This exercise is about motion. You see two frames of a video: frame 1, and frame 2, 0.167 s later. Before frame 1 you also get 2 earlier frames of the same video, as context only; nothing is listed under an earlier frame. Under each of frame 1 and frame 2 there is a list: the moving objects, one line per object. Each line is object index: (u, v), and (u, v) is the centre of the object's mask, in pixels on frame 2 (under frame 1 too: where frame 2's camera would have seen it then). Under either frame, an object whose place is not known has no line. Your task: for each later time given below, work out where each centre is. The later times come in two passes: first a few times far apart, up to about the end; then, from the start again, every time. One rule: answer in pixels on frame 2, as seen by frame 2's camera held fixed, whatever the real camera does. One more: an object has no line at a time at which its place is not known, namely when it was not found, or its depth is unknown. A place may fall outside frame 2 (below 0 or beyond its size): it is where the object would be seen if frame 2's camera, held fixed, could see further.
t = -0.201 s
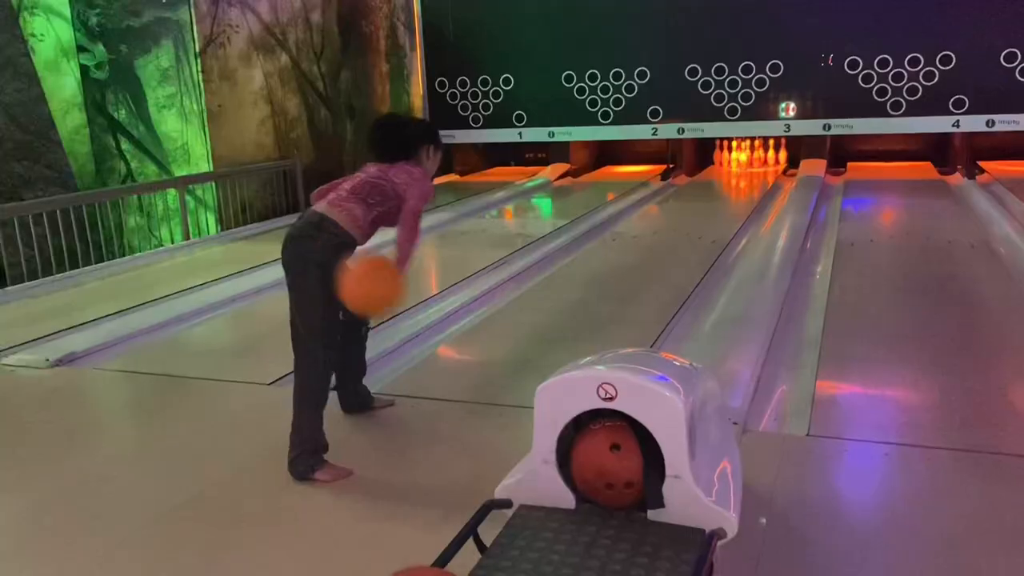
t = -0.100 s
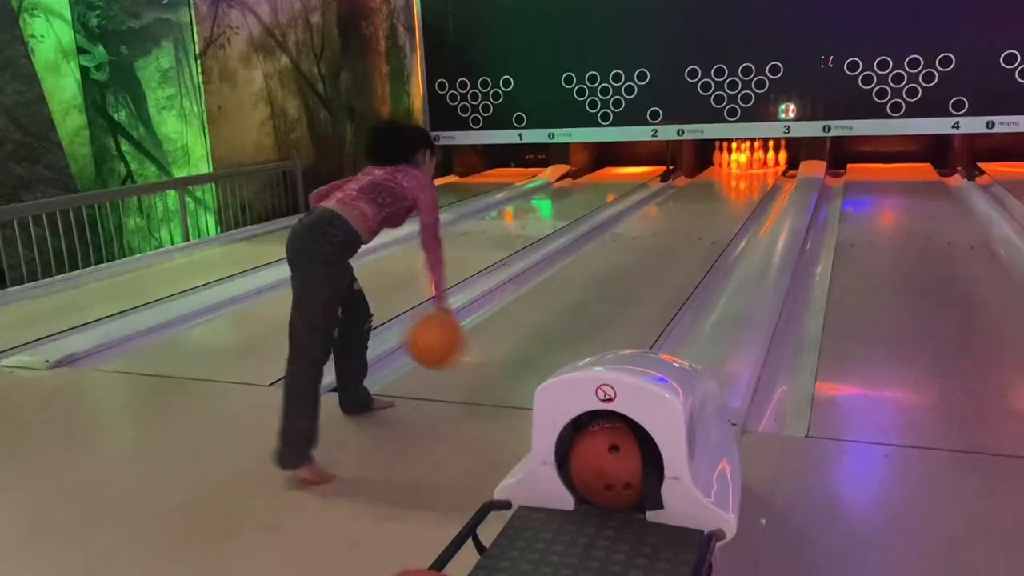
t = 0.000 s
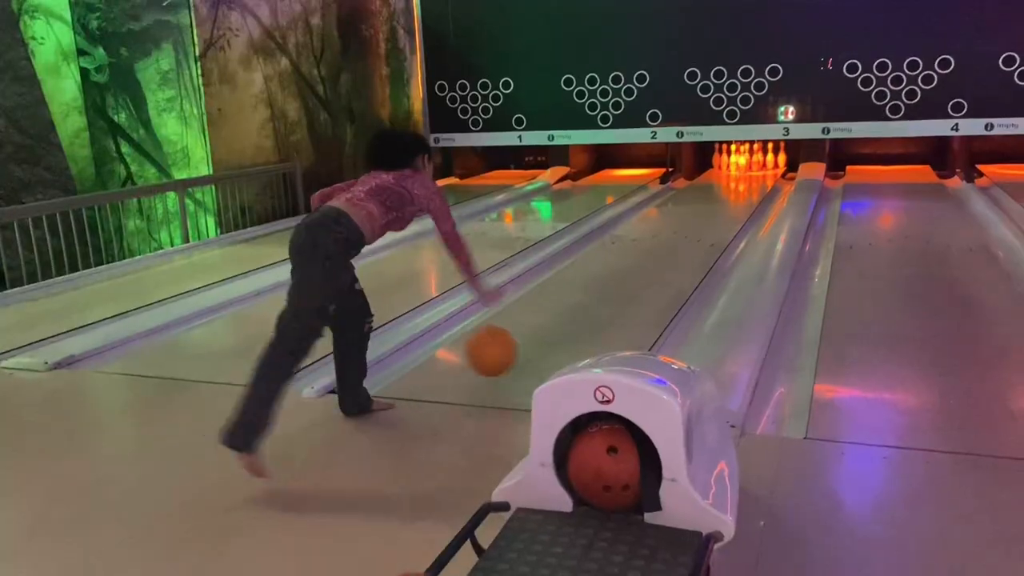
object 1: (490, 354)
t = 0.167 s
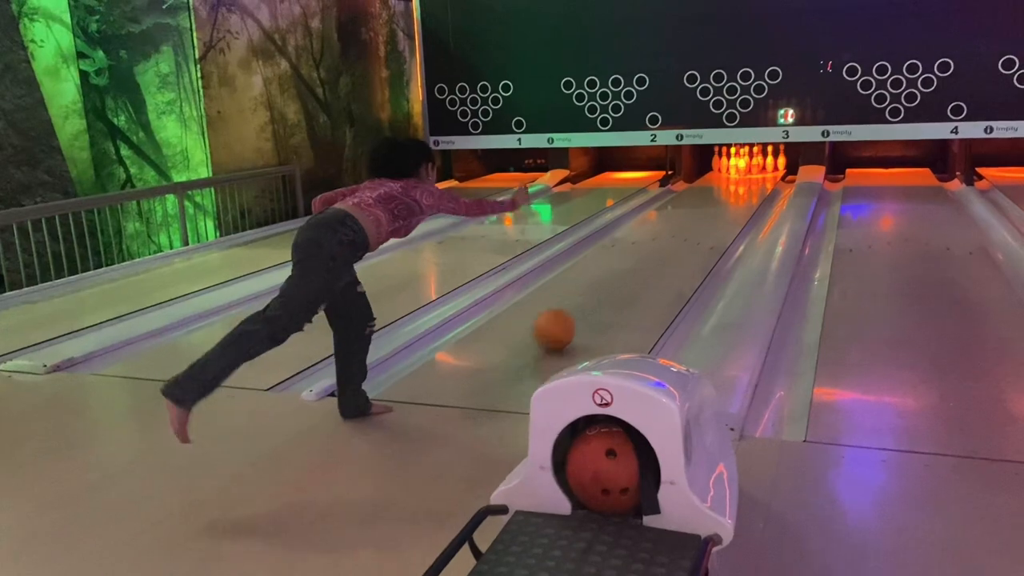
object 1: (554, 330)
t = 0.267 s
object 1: (581, 307)
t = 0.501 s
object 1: (625, 270)
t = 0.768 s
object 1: (655, 245)
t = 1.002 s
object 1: (672, 230)
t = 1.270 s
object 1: (687, 217)
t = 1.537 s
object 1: (700, 204)
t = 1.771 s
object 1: (710, 196)
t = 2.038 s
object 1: (718, 187)
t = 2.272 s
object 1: (725, 181)
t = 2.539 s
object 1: (731, 174)
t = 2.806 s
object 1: (732, 170)
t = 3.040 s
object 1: (723, 166)
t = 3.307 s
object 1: (709, 166)
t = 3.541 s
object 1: (706, 168)
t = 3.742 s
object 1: (708, 168)
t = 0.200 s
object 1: (564, 322)
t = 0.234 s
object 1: (573, 314)
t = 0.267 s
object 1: (581, 307)
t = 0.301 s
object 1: (589, 301)
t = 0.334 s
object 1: (596, 295)
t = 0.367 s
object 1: (602, 289)
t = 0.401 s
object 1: (608, 284)
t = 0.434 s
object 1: (615, 279)
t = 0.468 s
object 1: (620, 275)
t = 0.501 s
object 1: (625, 270)
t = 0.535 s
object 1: (629, 267)
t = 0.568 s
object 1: (634, 263)
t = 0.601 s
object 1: (638, 259)
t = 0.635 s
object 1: (642, 256)
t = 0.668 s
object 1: (646, 253)
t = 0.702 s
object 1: (649, 250)
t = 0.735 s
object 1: (652, 247)
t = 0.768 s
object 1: (655, 245)
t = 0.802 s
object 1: (658, 242)
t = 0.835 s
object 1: (661, 240)
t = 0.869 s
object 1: (663, 237)
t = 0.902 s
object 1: (665, 235)
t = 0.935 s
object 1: (667, 233)
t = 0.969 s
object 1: (669, 232)
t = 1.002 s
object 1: (672, 230)
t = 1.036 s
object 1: (674, 228)
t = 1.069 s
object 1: (676, 226)
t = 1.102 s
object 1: (678, 225)
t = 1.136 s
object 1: (680, 223)
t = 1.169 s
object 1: (681, 220)
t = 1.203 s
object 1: (684, 220)
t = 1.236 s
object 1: (686, 219)
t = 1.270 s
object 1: (687, 217)
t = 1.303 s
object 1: (689, 214)
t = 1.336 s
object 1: (691, 213)
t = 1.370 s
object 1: (692, 212)
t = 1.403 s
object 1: (694, 211)
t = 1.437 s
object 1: (696, 209)
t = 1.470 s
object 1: (697, 207)
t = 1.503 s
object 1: (699, 205)
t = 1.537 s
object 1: (700, 204)
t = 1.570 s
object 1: (701, 203)
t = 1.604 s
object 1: (703, 202)
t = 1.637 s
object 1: (705, 200)
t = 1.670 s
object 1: (706, 199)
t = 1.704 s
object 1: (706, 198)
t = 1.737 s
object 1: (708, 197)
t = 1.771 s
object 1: (710, 196)
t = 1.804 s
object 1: (711, 195)
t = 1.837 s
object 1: (712, 194)
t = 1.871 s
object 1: (713, 193)
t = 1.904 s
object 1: (713, 192)
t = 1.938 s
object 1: (715, 191)
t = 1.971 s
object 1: (716, 189)
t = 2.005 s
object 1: (717, 188)
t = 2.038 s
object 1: (718, 187)
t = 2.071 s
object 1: (720, 187)
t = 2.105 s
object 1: (720, 186)
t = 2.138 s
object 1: (722, 184)
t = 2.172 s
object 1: (722, 184)
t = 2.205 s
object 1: (723, 183)
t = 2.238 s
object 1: (723, 182)
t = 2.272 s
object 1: (725, 181)
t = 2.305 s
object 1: (726, 180)
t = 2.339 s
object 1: (726, 178)
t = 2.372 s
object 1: (727, 178)
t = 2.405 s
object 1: (727, 177)
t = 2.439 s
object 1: (728, 177)
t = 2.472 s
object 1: (729, 175)
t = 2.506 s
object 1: (730, 174)
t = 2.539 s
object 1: (731, 174)
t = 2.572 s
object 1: (731, 173)
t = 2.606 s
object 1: (732, 172)
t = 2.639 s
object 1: (732, 172)
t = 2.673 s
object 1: (733, 171)
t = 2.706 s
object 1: (734, 171)
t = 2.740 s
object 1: (734, 171)
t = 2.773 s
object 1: (733, 171)
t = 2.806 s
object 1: (732, 170)
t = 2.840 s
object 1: (731, 168)
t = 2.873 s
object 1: (729, 168)
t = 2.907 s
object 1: (728, 168)
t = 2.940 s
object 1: (728, 167)
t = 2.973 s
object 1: (727, 167)
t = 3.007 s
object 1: (725, 167)
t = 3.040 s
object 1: (723, 166)
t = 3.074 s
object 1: (720, 166)
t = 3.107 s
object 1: (719, 166)
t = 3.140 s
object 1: (717, 165)
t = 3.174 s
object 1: (716, 165)
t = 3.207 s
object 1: (715, 166)
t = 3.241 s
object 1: (714, 166)
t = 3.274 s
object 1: (710, 166)
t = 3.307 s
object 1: (709, 166)
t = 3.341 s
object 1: (706, 168)
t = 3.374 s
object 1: (705, 169)
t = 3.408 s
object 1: (705, 169)
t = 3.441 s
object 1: (705, 168)
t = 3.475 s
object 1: (706, 167)
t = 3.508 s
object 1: (706, 167)
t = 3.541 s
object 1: (706, 168)
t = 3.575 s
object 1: (706, 168)
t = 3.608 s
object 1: (706, 168)
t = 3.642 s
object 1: (707, 168)
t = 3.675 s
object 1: (707, 168)
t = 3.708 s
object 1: (707, 168)
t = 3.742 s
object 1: (708, 168)
